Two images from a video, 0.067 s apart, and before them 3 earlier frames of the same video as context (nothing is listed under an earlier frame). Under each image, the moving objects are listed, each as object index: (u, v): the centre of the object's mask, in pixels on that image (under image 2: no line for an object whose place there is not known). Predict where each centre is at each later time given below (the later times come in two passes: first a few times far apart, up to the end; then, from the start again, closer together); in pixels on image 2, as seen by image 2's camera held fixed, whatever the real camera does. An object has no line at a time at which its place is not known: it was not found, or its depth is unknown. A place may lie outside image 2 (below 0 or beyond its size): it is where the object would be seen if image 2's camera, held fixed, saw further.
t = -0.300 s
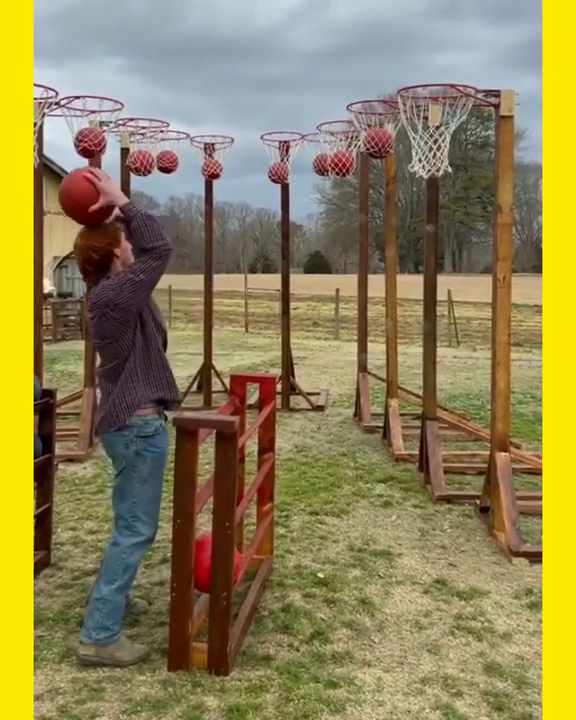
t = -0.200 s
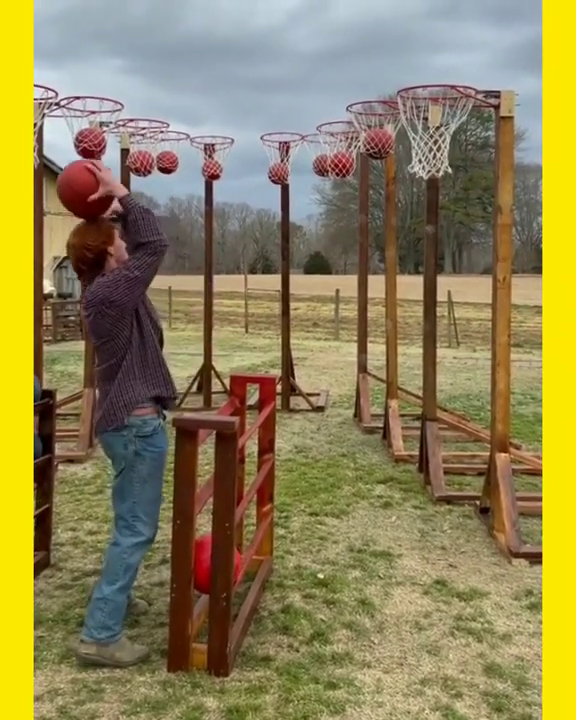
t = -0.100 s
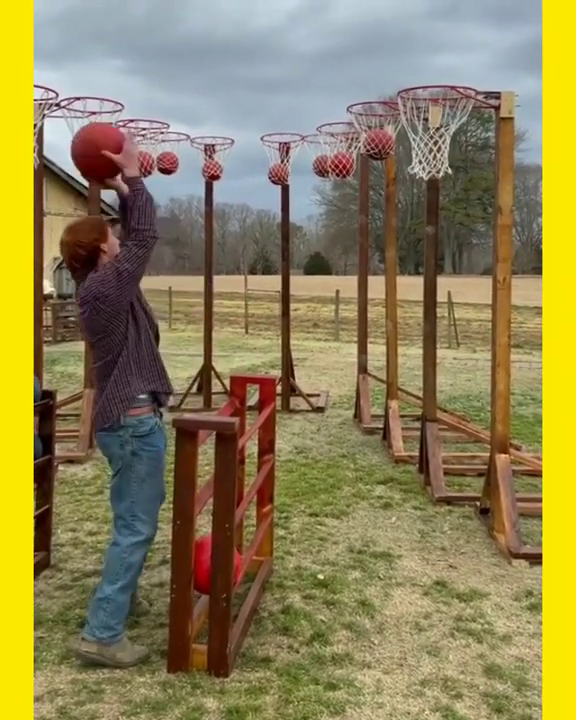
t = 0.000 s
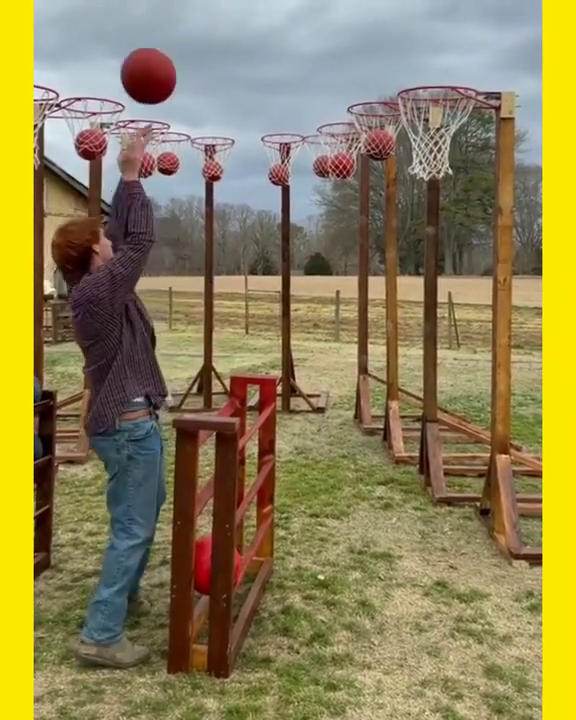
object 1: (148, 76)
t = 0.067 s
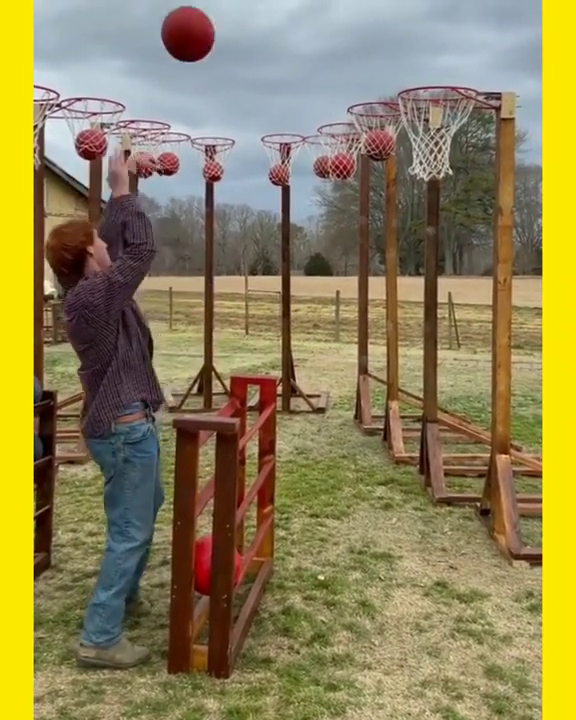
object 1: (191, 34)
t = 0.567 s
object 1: (401, 35)
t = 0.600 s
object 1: (411, 49)
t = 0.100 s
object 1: (206, 21)
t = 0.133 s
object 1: (224, 14)
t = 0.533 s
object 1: (390, 21)
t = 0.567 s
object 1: (401, 35)
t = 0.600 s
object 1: (411, 49)
